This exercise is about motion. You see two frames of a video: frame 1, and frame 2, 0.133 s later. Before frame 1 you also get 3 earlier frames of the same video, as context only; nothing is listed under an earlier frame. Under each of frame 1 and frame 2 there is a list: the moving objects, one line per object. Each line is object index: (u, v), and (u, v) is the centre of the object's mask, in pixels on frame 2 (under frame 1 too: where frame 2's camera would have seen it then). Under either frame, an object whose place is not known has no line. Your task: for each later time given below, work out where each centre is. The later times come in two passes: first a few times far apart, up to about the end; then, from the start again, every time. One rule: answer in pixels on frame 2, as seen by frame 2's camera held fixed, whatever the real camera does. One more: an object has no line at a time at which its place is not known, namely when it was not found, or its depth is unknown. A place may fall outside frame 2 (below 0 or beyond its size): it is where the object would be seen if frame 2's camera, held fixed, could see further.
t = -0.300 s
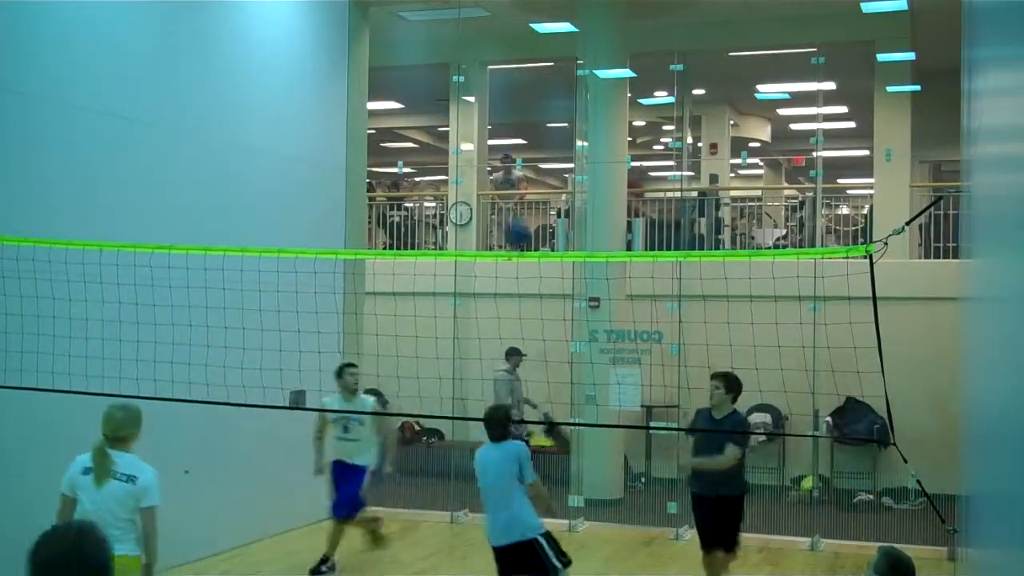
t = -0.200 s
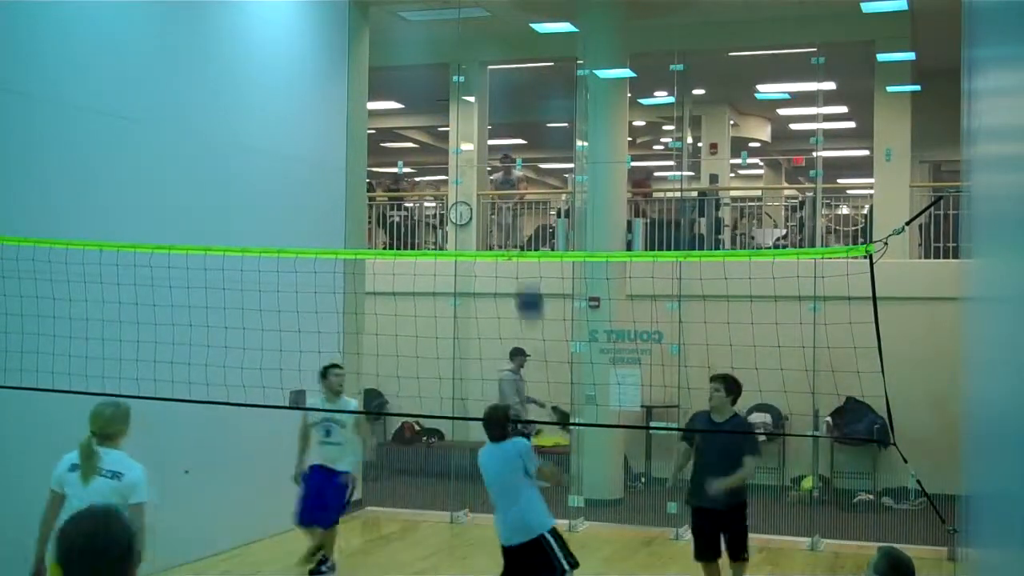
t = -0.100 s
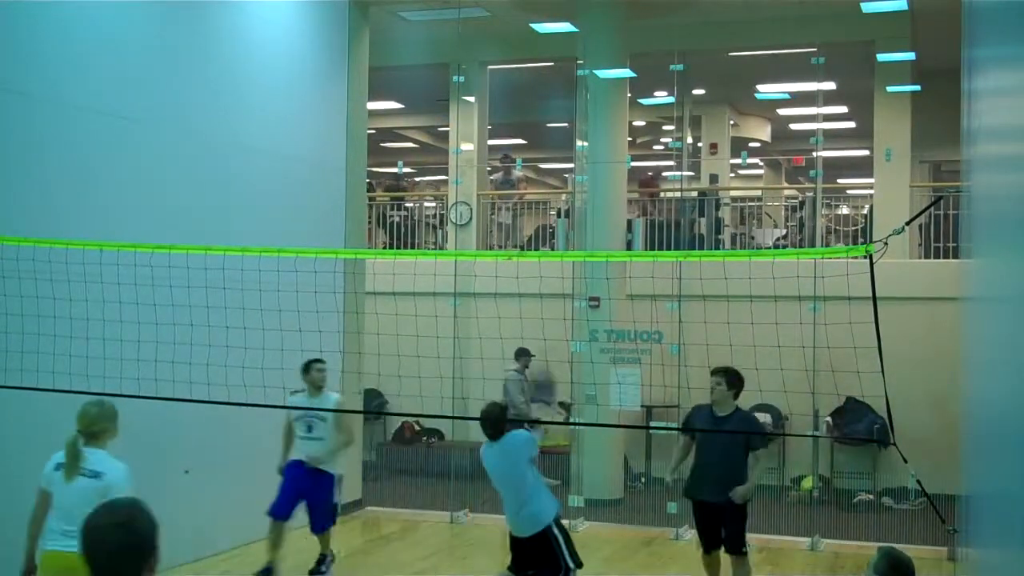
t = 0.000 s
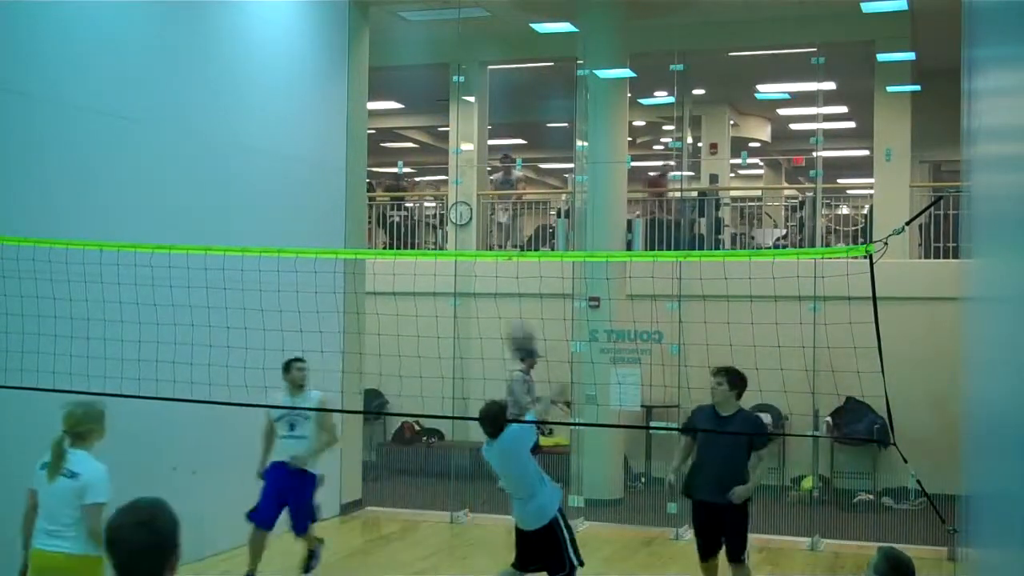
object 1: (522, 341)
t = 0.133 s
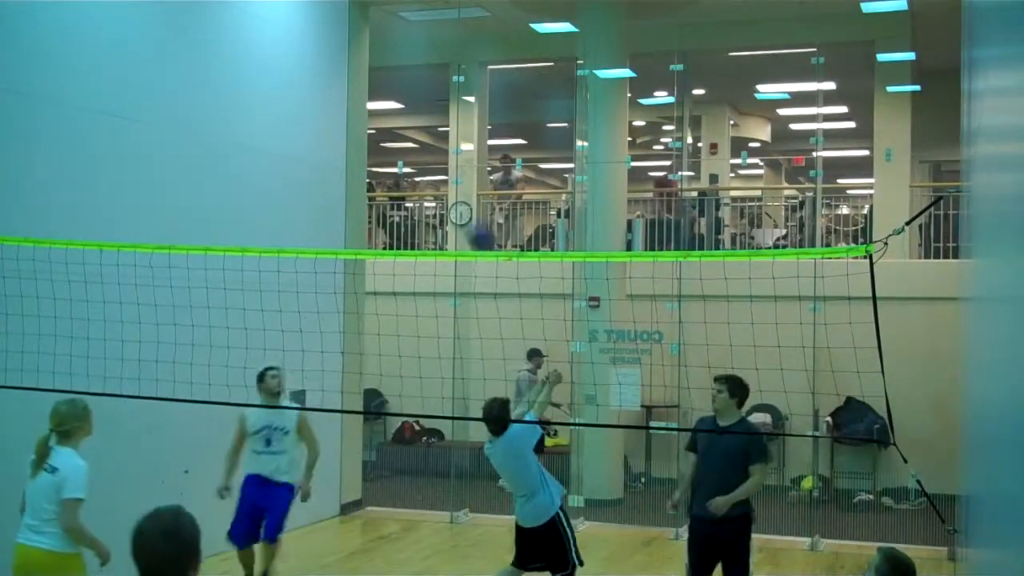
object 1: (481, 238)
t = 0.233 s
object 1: (451, 172)
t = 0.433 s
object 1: (386, 86)
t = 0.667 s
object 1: (309, 49)
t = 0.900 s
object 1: (227, 95)
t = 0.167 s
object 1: (471, 215)
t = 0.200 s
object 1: (461, 192)
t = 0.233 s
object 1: (451, 172)
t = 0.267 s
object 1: (439, 153)
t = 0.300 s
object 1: (431, 140)
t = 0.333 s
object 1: (421, 123)
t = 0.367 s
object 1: (409, 110)
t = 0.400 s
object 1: (399, 95)
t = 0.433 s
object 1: (386, 86)
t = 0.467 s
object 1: (375, 75)
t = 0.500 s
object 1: (365, 66)
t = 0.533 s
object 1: (353, 60)
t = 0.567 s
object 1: (342, 54)
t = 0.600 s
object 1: (331, 51)
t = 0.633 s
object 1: (321, 49)
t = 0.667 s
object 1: (309, 49)
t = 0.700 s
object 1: (298, 50)
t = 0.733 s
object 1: (286, 53)
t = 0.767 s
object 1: (275, 58)
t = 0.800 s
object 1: (263, 65)
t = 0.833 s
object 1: (252, 73)
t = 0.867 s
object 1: (240, 83)
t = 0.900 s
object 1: (227, 95)
